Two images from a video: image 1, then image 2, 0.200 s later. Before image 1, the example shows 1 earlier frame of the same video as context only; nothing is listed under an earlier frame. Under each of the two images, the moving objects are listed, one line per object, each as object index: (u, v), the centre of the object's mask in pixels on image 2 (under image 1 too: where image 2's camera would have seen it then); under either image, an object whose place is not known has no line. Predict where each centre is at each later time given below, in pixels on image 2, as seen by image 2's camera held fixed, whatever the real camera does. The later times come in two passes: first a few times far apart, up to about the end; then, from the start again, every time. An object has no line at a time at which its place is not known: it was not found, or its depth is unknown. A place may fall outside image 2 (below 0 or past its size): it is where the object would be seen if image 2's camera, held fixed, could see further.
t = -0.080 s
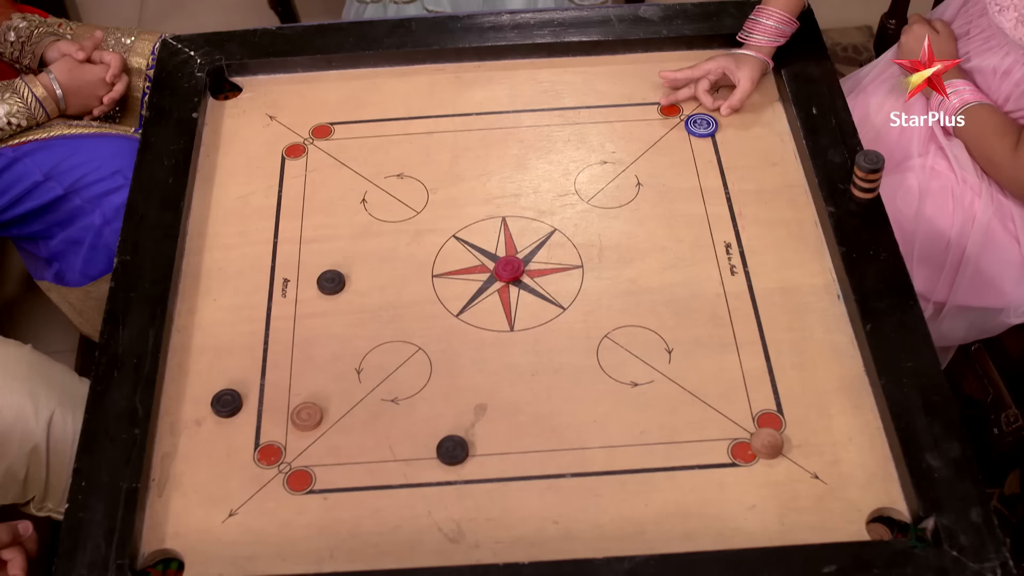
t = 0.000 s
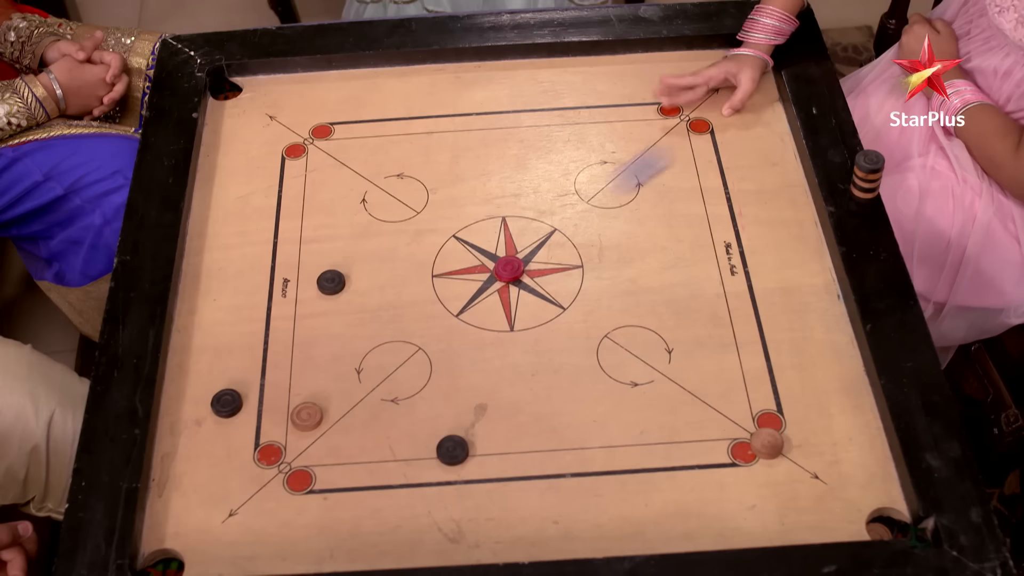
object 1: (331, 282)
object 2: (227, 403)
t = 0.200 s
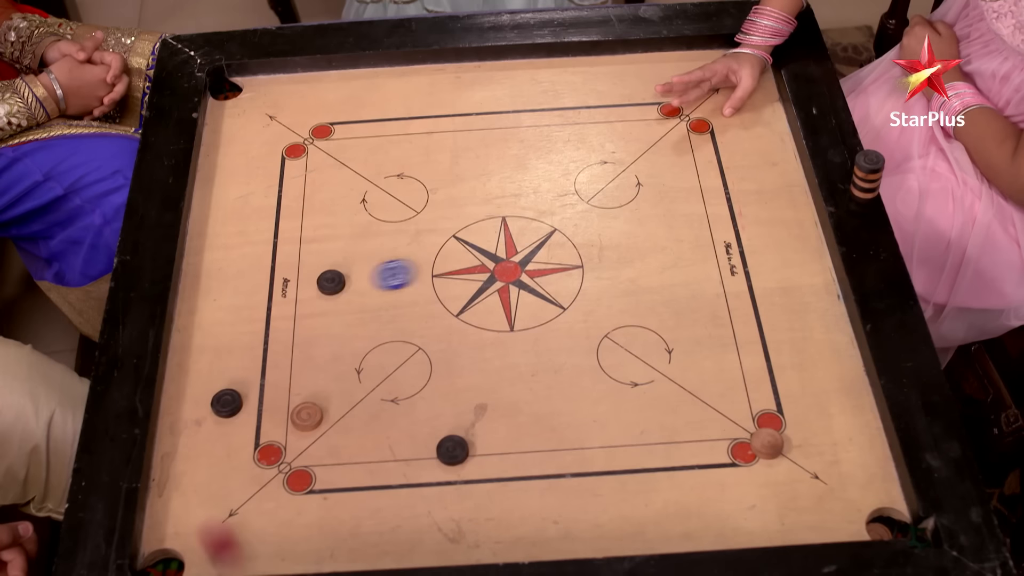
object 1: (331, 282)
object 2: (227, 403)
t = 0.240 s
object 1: (328, 282)
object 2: (227, 403)
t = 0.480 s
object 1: (232, 298)
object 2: (347, 346)
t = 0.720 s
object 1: (232, 298)
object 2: (364, 337)
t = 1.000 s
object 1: (232, 298)
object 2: (364, 337)
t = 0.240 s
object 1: (328, 282)
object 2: (227, 403)
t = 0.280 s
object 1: (301, 287)
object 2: (227, 403)
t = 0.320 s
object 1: (277, 291)
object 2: (248, 392)
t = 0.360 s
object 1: (257, 294)
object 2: (281, 376)
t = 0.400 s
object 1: (243, 296)
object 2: (308, 364)
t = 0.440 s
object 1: (235, 297)
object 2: (330, 353)
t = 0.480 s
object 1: (232, 298)
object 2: (347, 346)
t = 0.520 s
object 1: (232, 298)
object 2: (358, 340)
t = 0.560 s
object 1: (232, 298)
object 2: (363, 337)
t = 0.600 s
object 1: (232, 298)
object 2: (364, 336)
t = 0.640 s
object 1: (232, 298)
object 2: (364, 337)
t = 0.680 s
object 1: (232, 298)
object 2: (364, 337)
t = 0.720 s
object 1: (232, 298)
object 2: (364, 337)
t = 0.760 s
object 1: (232, 298)
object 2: (364, 337)
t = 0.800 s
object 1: (232, 298)
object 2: (364, 336)
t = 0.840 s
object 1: (232, 298)
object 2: (364, 337)
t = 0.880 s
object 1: (232, 298)
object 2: (364, 337)
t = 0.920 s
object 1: (232, 298)
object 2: (364, 337)
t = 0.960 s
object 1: (232, 298)
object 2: (364, 337)
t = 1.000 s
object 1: (232, 298)
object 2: (364, 337)
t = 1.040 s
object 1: (232, 298)
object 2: (364, 337)
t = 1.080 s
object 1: (232, 298)
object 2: (364, 337)
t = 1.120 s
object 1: (232, 298)
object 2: (364, 337)
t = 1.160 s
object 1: (232, 298)
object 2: (364, 337)
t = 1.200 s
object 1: (232, 298)
